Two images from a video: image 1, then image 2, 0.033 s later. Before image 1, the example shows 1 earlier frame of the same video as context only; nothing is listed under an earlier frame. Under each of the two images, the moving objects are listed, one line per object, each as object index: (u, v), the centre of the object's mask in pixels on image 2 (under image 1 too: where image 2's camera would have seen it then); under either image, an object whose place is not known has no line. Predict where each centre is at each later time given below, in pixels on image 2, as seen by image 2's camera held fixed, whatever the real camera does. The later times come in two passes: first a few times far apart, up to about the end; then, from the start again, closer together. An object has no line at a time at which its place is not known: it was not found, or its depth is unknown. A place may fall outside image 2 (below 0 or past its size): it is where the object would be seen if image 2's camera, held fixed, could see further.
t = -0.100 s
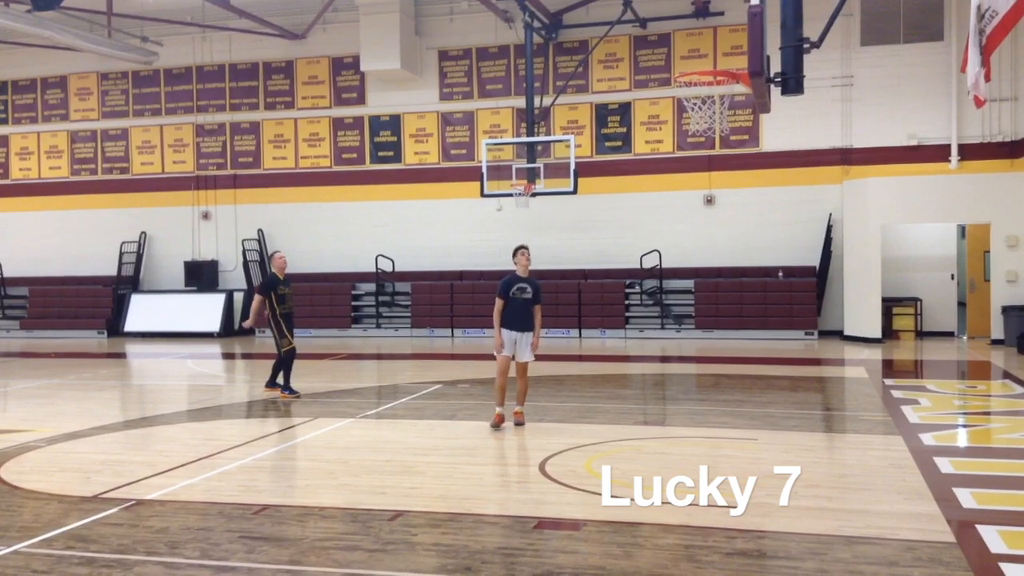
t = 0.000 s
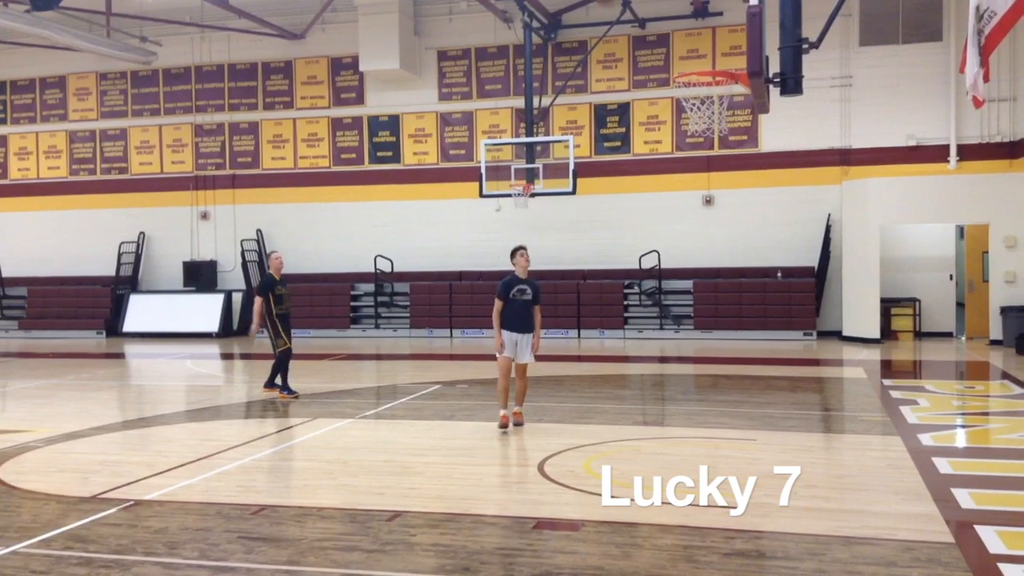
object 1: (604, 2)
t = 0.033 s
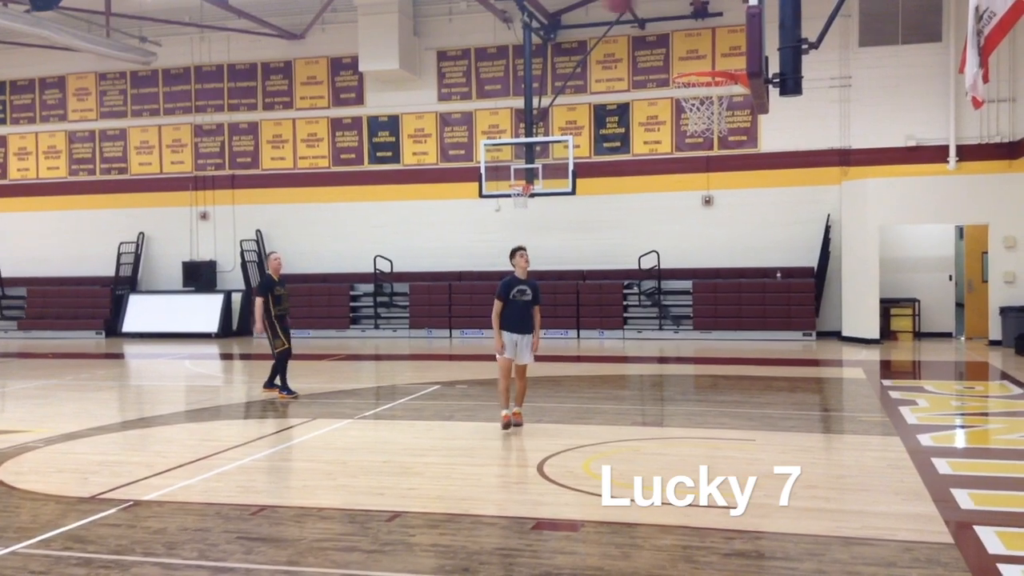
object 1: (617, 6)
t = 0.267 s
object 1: (722, 104)
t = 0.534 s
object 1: (720, 208)
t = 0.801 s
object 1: (719, 406)
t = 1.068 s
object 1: (685, 325)
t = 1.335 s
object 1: (649, 243)
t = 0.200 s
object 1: (704, 71)
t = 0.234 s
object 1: (720, 92)
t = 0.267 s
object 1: (722, 104)
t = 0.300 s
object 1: (724, 119)
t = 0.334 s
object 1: (723, 124)
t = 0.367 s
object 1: (722, 135)
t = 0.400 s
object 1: (722, 148)
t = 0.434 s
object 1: (720, 161)
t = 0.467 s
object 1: (720, 176)
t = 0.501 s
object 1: (719, 192)
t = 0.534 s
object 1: (720, 208)
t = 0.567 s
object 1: (719, 227)
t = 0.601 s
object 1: (718, 247)
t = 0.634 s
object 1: (717, 272)
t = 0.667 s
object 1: (714, 299)
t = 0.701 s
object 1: (716, 317)
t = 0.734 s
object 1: (717, 348)
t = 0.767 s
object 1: (718, 380)
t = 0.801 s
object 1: (719, 406)
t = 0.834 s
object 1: (718, 435)
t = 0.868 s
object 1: (716, 447)
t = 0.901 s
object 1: (711, 423)
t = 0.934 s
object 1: (706, 399)
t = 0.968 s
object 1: (701, 381)
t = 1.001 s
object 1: (697, 357)
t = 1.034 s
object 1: (690, 342)
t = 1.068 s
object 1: (685, 325)
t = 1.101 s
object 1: (681, 312)
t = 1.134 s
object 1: (675, 296)
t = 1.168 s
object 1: (672, 282)
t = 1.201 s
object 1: (667, 272)
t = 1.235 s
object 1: (662, 264)
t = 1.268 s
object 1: (658, 255)
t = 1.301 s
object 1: (654, 248)
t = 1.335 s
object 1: (649, 243)
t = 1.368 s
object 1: (645, 238)
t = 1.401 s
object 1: (641, 236)
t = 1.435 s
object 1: (637, 234)
